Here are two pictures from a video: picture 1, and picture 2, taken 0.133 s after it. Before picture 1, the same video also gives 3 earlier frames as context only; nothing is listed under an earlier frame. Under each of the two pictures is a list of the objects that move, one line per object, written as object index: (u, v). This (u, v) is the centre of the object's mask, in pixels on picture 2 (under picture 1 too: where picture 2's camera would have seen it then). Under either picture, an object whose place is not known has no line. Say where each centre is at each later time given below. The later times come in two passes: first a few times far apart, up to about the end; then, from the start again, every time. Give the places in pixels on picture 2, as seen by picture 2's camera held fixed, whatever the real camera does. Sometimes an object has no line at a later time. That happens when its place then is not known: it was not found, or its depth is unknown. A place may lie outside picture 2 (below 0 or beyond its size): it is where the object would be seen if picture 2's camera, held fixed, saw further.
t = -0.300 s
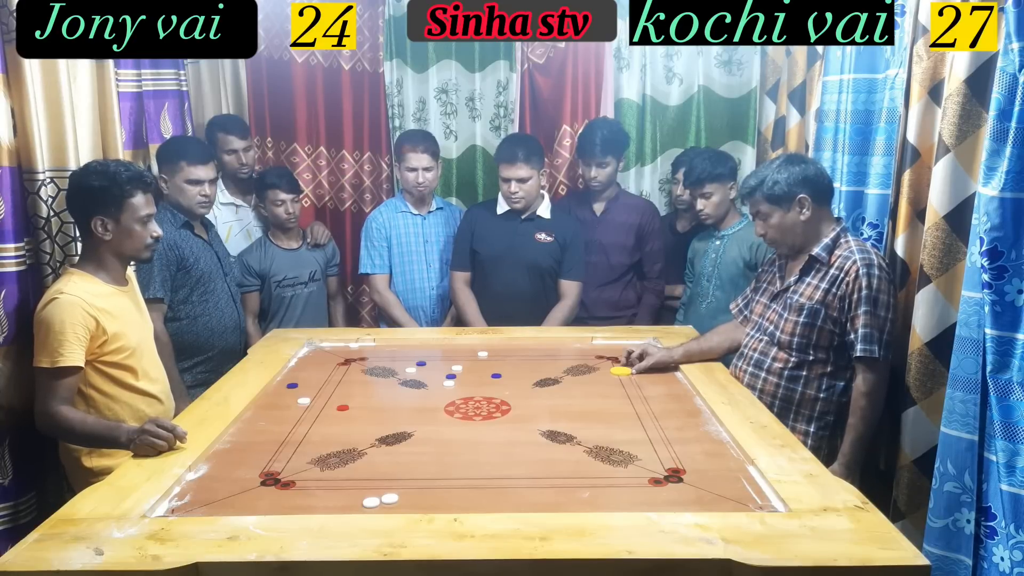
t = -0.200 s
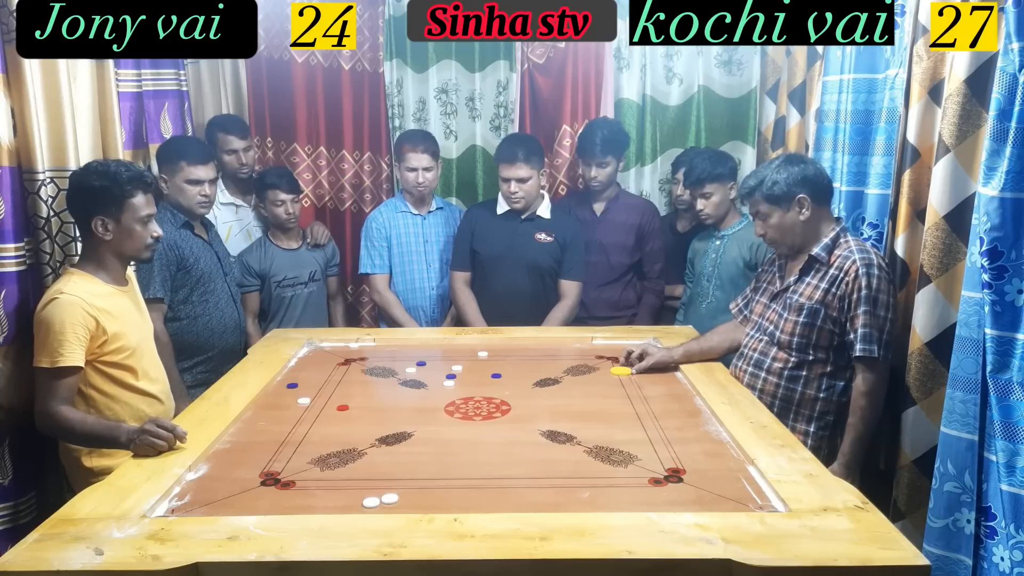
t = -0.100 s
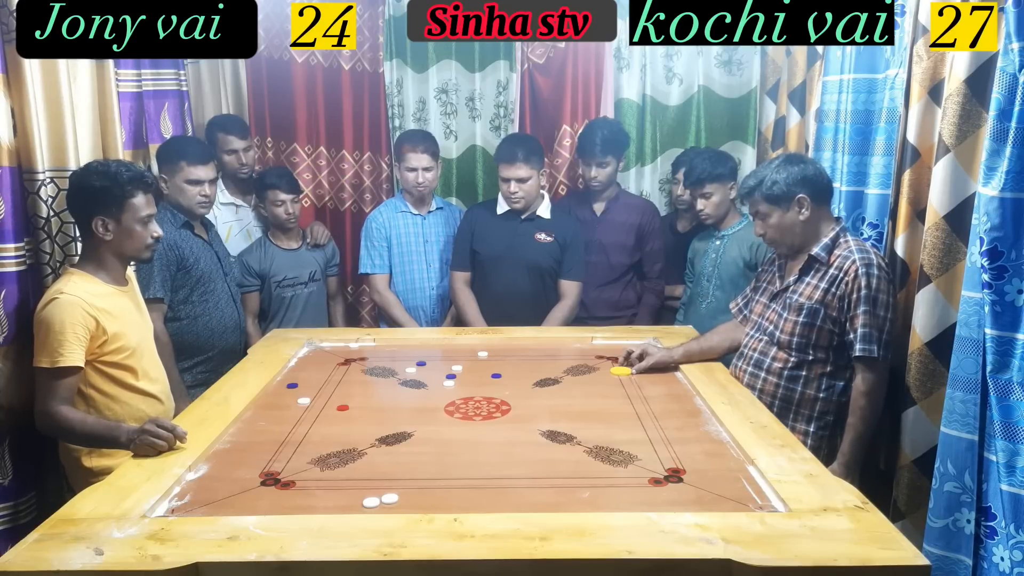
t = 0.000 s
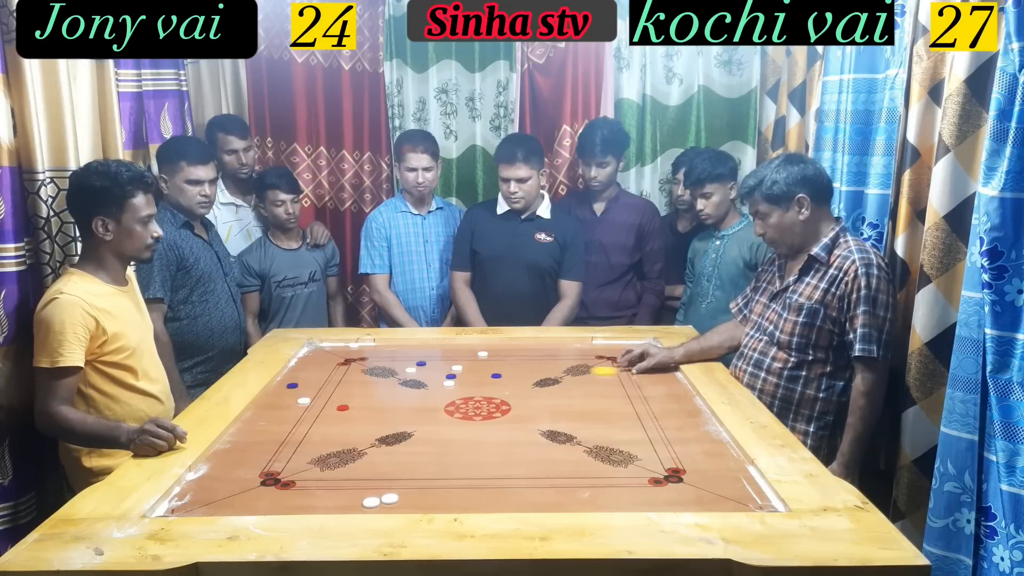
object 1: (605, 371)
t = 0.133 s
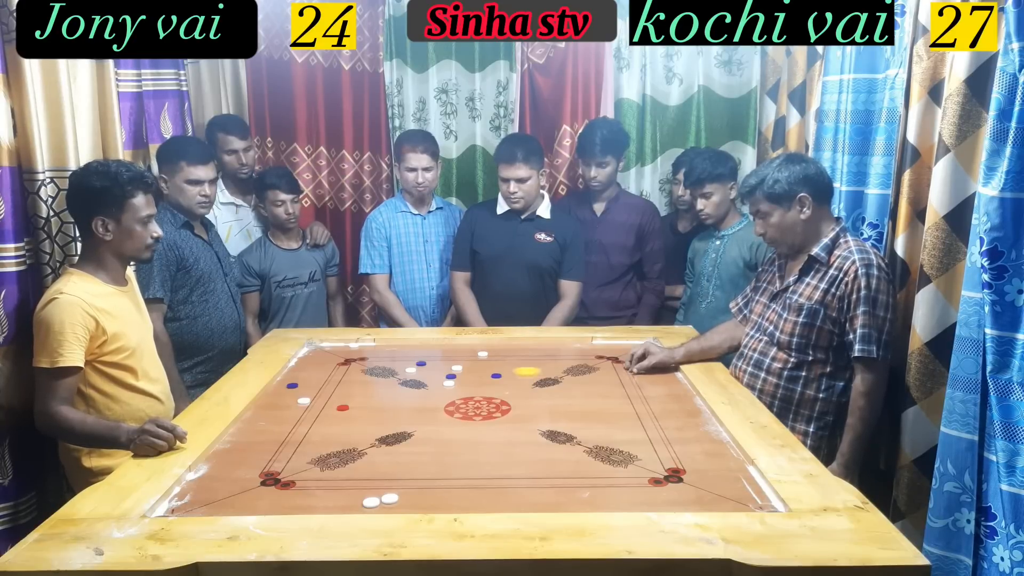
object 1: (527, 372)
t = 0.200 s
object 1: (493, 371)
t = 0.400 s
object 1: (428, 370)
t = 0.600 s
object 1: (397, 371)
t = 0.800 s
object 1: (379, 371)
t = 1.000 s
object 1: (372, 371)
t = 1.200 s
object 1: (372, 371)
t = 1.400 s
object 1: (373, 371)
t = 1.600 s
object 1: (373, 371)
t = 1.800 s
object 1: (373, 371)
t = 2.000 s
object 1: (373, 371)
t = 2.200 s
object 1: (373, 371)
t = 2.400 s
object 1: (373, 371)
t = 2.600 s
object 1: (373, 371)
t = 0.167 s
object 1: (509, 372)
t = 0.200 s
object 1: (493, 371)
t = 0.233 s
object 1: (478, 370)
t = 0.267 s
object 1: (466, 370)
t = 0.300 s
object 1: (456, 370)
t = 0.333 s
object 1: (447, 370)
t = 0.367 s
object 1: (437, 370)
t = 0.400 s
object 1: (428, 370)
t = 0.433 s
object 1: (422, 370)
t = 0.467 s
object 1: (416, 370)
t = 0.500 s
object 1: (411, 370)
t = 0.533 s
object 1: (405, 370)
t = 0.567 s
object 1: (401, 371)
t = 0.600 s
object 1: (397, 371)
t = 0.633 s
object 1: (393, 371)
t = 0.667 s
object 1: (390, 371)
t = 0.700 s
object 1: (386, 371)
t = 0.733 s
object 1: (383, 371)
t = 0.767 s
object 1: (381, 371)
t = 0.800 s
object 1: (379, 371)
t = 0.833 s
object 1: (377, 371)
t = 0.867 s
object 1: (375, 371)
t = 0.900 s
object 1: (374, 371)
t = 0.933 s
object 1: (373, 371)
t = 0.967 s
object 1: (373, 371)
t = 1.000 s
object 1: (372, 371)
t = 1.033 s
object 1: (372, 371)
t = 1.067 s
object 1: (373, 371)
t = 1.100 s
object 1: (373, 371)
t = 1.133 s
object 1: (373, 371)
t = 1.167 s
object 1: (373, 371)
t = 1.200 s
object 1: (372, 371)
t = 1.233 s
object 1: (373, 371)
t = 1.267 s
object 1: (373, 371)
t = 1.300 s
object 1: (373, 371)
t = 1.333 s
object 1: (373, 371)
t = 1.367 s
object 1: (373, 371)
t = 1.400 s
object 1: (373, 371)
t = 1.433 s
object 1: (373, 371)
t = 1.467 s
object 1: (373, 371)
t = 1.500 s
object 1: (373, 371)
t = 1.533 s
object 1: (373, 371)
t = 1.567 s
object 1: (373, 371)
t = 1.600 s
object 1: (373, 371)
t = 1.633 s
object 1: (373, 371)
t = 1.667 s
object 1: (373, 371)
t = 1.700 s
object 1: (373, 371)
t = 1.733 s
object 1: (373, 371)
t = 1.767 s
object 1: (373, 371)
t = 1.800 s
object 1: (373, 371)
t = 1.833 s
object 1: (373, 371)
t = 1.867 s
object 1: (373, 371)
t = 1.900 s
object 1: (373, 371)
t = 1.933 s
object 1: (373, 371)
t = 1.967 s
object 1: (373, 371)
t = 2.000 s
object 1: (373, 371)
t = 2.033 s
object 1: (373, 371)
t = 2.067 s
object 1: (373, 371)
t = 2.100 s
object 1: (373, 371)
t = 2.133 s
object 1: (373, 371)
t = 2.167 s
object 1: (373, 371)
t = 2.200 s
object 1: (373, 371)
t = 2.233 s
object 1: (373, 371)
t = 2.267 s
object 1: (373, 371)
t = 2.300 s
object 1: (373, 371)
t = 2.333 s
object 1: (373, 371)
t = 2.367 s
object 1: (373, 371)
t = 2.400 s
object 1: (373, 371)
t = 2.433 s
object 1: (373, 371)
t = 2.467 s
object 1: (373, 371)
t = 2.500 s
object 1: (373, 371)
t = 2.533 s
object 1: (373, 371)
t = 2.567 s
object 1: (373, 371)
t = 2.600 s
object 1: (373, 371)
